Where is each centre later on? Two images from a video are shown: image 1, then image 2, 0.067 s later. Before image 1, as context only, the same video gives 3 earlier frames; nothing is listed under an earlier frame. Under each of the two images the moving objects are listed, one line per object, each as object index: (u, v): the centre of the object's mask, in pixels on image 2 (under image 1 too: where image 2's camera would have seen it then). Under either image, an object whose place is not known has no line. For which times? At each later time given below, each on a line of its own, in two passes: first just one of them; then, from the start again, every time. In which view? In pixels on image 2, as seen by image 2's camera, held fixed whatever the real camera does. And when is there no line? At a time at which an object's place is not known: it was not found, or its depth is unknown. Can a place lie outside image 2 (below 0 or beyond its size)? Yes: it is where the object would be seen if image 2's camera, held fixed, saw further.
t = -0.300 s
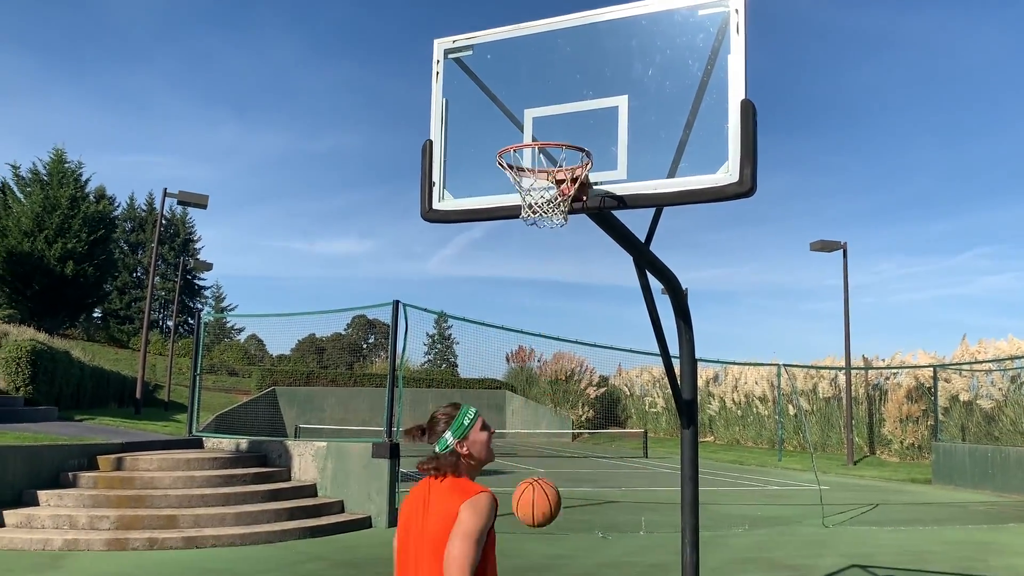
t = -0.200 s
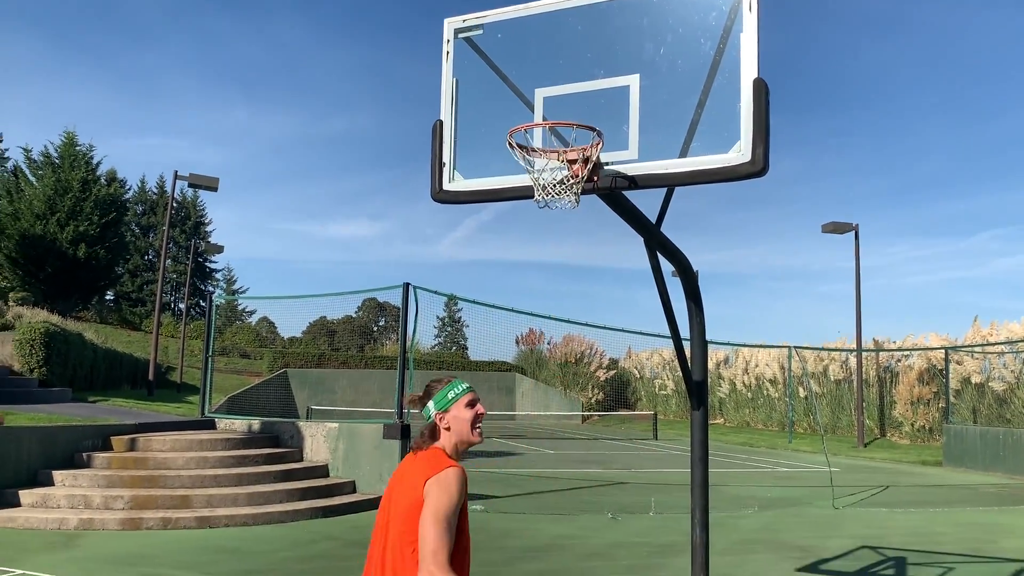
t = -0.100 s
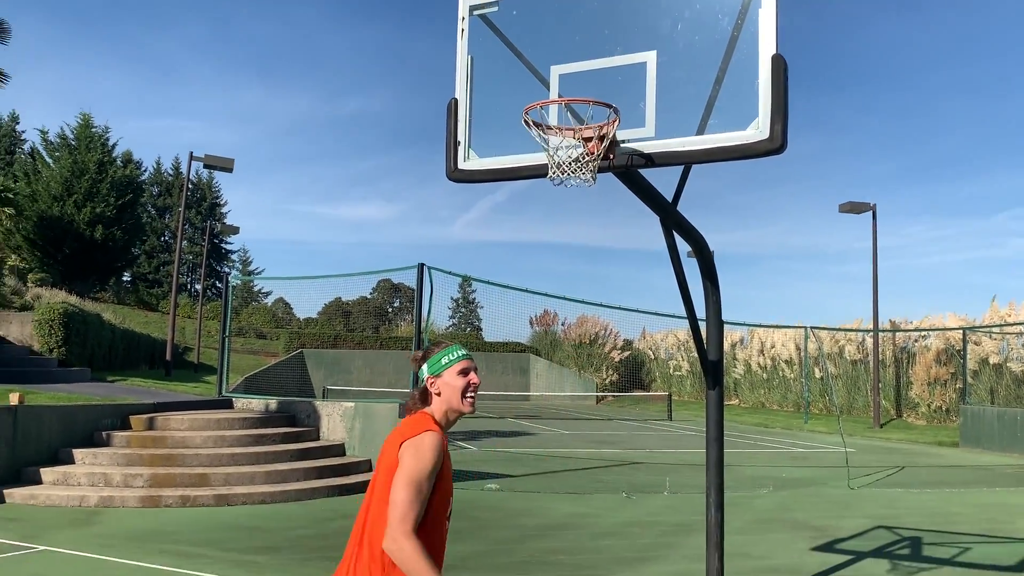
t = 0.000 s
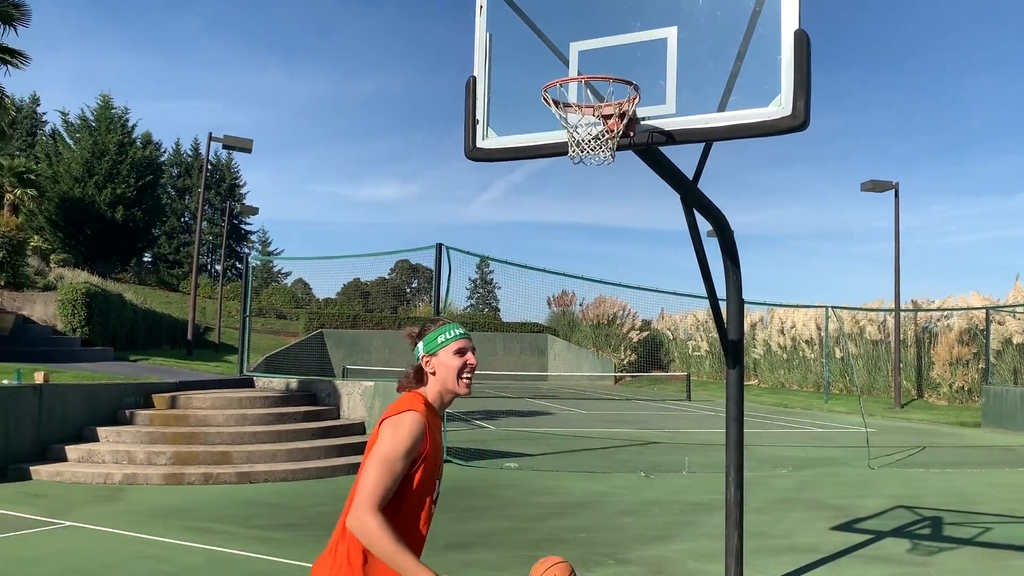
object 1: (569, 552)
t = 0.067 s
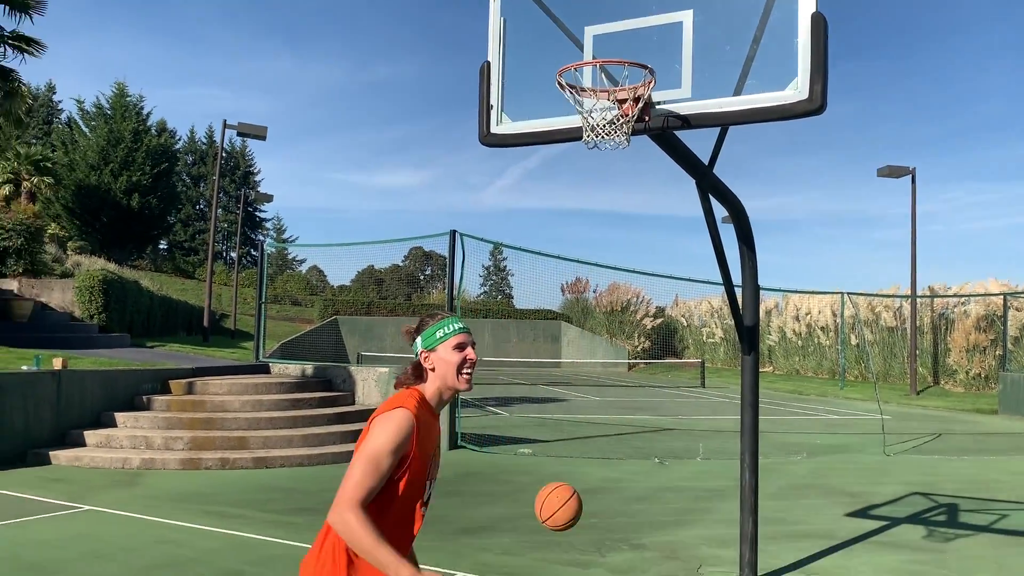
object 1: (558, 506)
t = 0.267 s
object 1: (537, 385)
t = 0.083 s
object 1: (556, 493)
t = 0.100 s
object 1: (553, 481)
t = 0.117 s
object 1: (551, 469)
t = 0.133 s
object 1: (548, 457)
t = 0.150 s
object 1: (546, 446)
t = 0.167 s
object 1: (544, 436)
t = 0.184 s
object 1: (542, 426)
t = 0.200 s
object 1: (542, 417)
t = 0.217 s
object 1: (540, 408)
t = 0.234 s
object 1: (538, 400)
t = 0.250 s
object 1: (538, 392)
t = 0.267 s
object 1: (537, 385)
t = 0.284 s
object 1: (537, 379)
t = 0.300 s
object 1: (534, 373)
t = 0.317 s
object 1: (533, 368)
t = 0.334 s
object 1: (532, 363)
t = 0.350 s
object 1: (531, 358)
